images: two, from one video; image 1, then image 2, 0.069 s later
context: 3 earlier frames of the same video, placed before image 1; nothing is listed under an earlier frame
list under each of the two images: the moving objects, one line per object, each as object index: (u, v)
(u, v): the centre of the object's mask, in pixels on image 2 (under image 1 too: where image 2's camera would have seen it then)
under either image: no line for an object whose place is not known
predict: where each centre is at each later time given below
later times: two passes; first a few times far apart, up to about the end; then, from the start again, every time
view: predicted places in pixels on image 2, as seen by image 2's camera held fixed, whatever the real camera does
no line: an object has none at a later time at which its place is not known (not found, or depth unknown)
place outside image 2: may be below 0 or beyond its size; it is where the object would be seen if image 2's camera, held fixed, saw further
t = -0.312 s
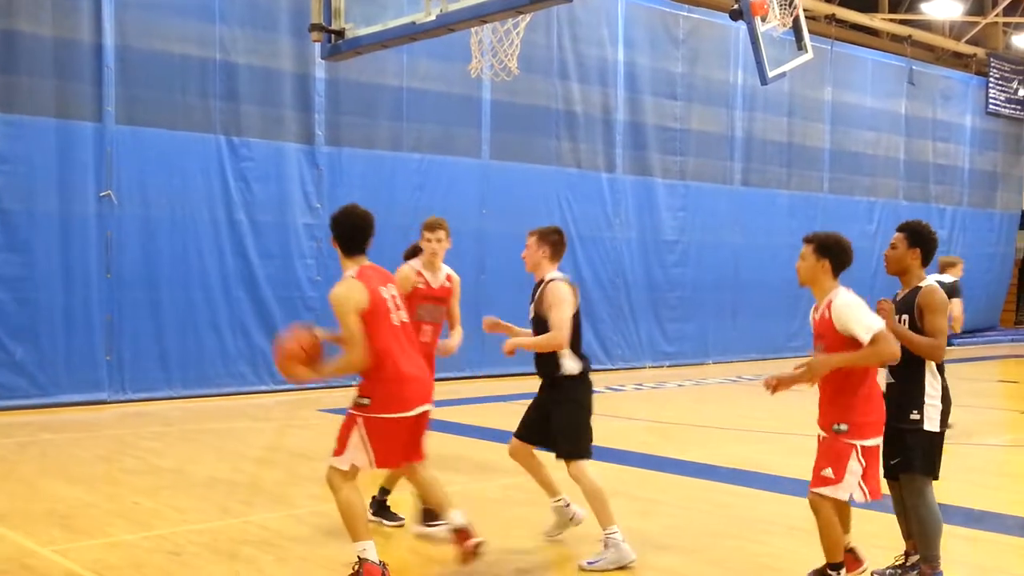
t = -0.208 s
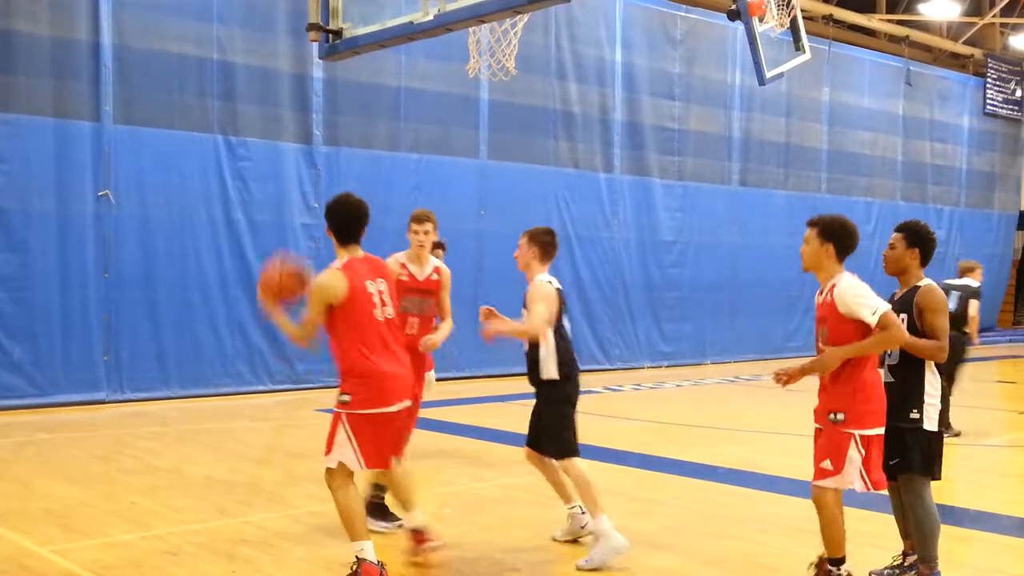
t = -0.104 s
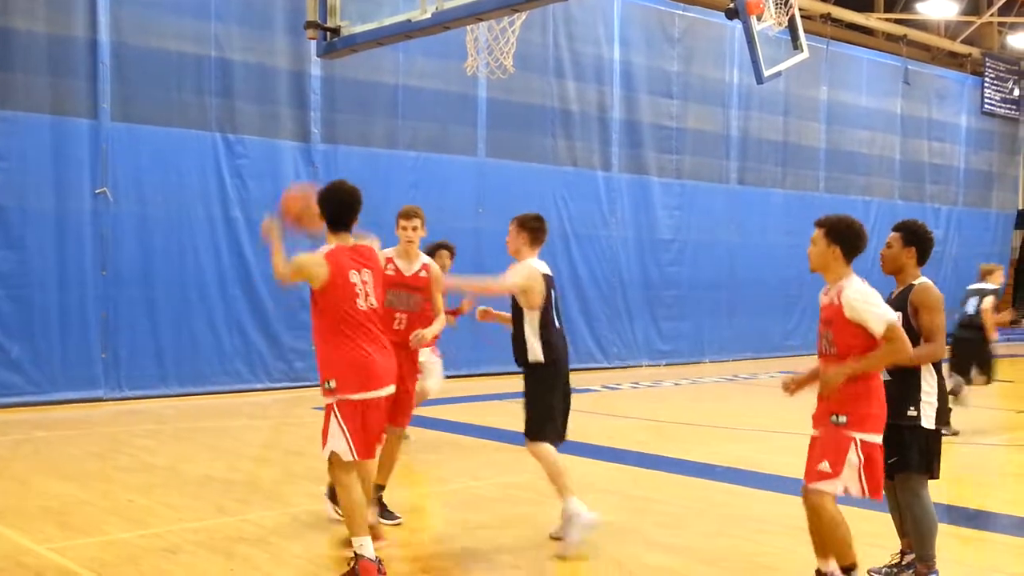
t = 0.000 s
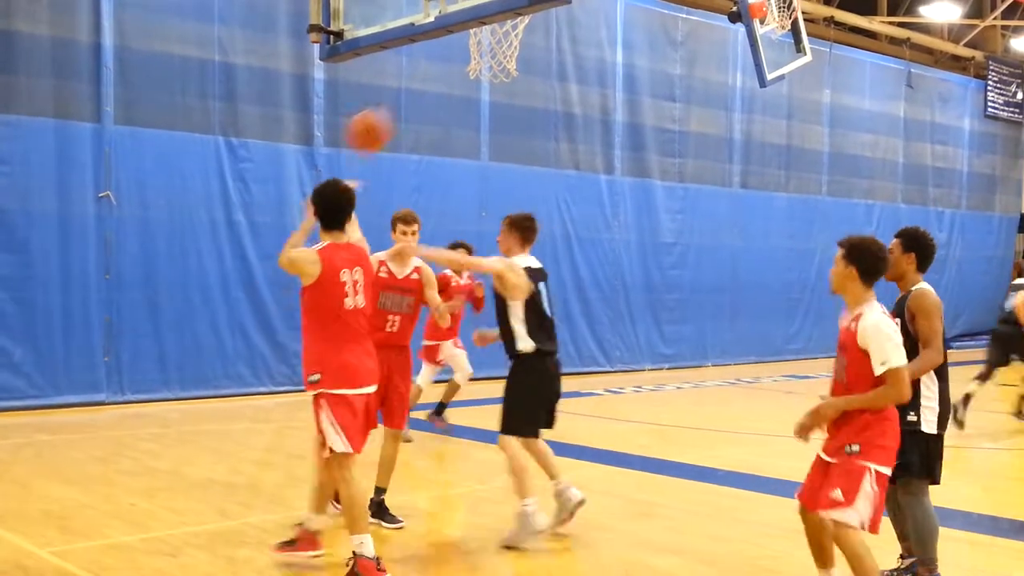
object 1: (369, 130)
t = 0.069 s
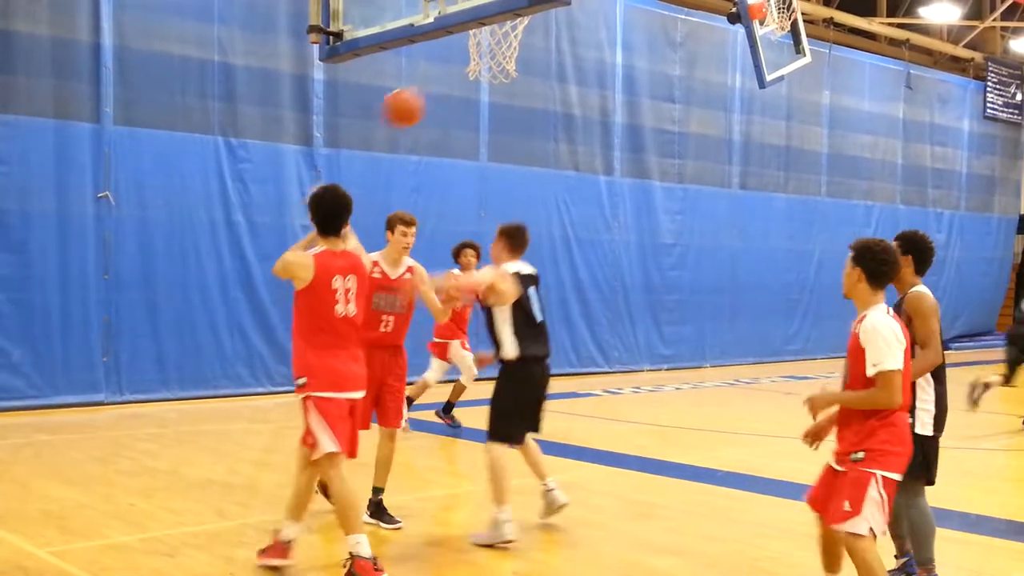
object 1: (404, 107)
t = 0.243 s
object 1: (475, 83)
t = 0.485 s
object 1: (550, 109)
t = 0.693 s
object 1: (595, 168)
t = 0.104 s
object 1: (420, 98)
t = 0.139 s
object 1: (435, 91)
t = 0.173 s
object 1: (450, 86)
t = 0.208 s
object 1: (463, 84)
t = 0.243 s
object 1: (475, 83)
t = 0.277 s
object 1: (488, 82)
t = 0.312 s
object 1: (502, 84)
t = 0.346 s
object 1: (512, 86)
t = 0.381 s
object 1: (522, 89)
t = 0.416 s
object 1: (532, 94)
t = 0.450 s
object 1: (541, 100)
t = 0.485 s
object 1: (550, 109)
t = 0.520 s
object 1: (558, 115)
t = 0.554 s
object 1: (567, 125)
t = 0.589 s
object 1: (575, 135)
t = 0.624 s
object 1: (581, 145)
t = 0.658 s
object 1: (589, 157)
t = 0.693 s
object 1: (595, 168)
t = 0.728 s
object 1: (601, 181)
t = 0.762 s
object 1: (607, 196)
